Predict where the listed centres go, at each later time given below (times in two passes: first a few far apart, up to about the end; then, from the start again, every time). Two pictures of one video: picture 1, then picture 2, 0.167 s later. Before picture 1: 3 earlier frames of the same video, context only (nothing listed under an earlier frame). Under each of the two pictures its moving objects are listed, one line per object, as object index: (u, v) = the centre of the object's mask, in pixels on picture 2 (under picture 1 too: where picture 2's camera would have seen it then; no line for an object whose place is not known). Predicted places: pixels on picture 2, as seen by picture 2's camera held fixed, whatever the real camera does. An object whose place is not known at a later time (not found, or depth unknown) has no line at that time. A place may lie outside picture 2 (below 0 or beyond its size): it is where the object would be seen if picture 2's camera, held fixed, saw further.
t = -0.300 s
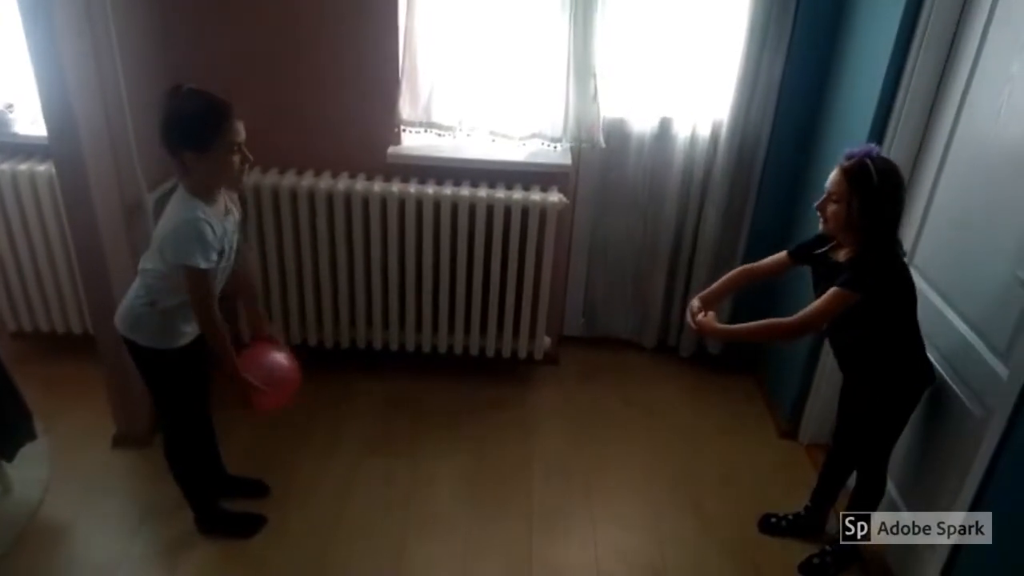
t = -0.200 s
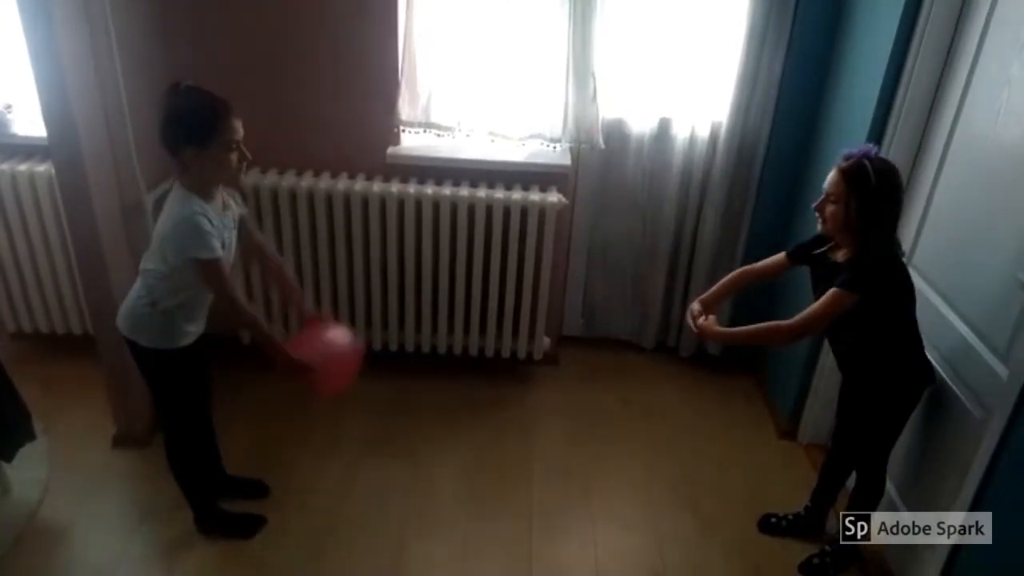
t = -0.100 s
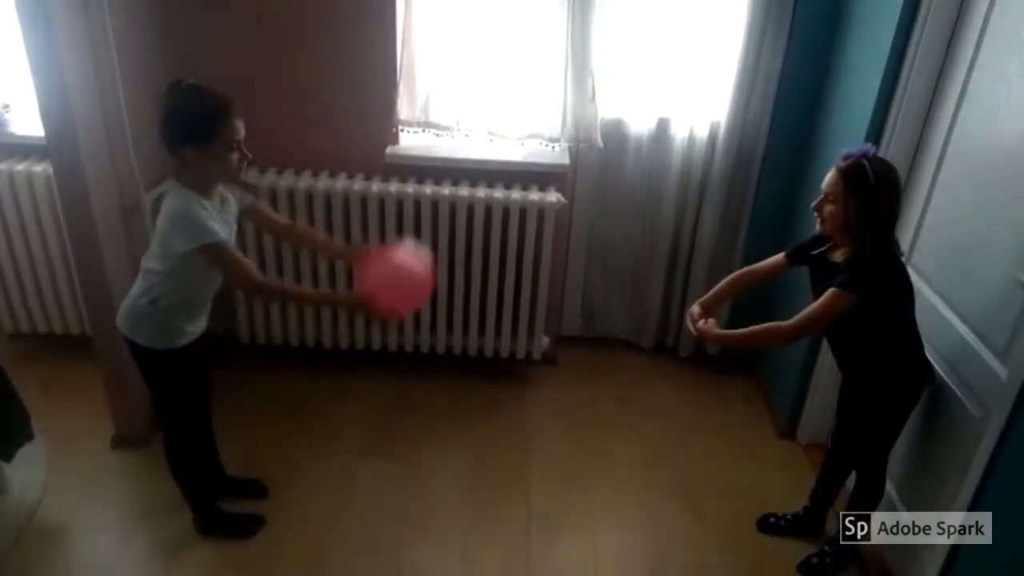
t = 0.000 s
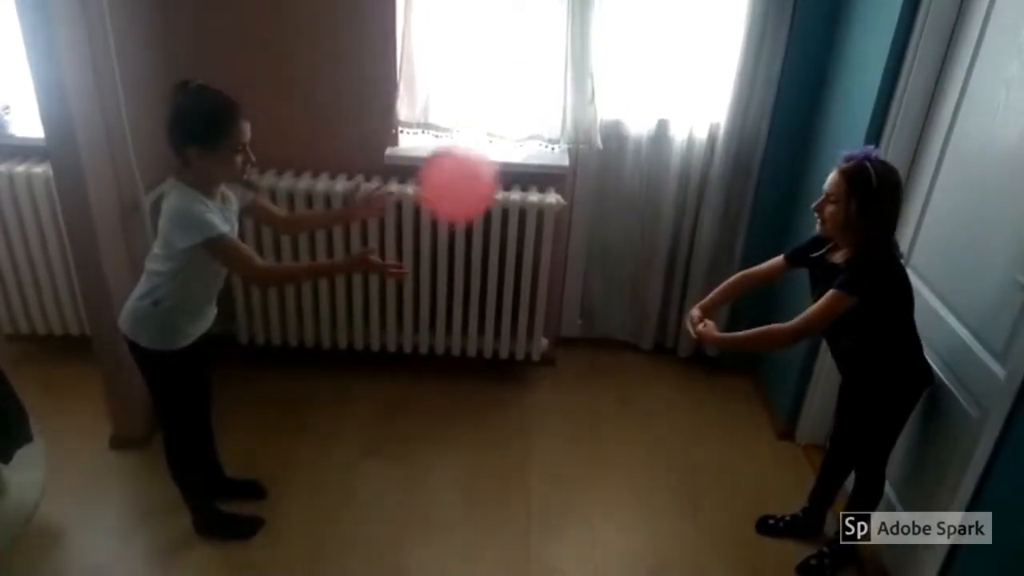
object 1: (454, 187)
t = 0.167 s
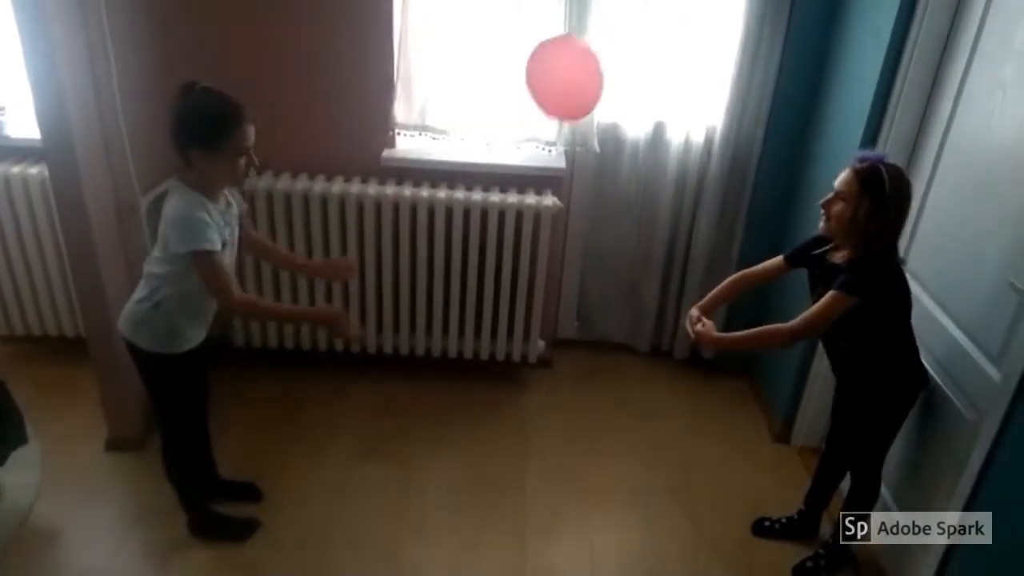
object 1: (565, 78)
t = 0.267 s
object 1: (629, 61)
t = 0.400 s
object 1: (709, 108)
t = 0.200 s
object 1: (585, 68)
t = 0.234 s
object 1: (606, 62)
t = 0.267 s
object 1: (629, 61)
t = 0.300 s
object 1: (650, 65)
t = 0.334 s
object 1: (670, 74)
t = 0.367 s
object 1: (690, 88)
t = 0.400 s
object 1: (709, 108)
